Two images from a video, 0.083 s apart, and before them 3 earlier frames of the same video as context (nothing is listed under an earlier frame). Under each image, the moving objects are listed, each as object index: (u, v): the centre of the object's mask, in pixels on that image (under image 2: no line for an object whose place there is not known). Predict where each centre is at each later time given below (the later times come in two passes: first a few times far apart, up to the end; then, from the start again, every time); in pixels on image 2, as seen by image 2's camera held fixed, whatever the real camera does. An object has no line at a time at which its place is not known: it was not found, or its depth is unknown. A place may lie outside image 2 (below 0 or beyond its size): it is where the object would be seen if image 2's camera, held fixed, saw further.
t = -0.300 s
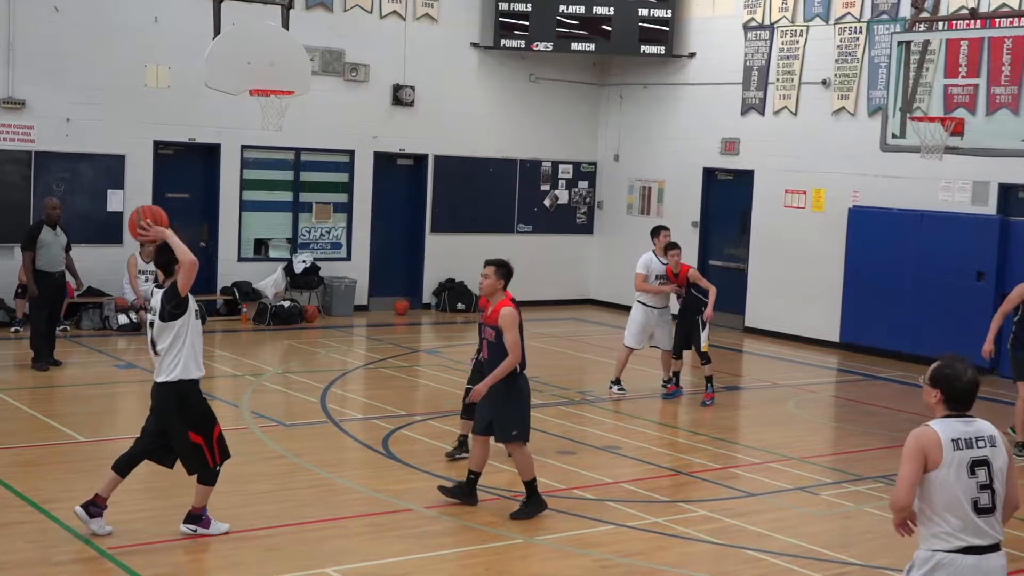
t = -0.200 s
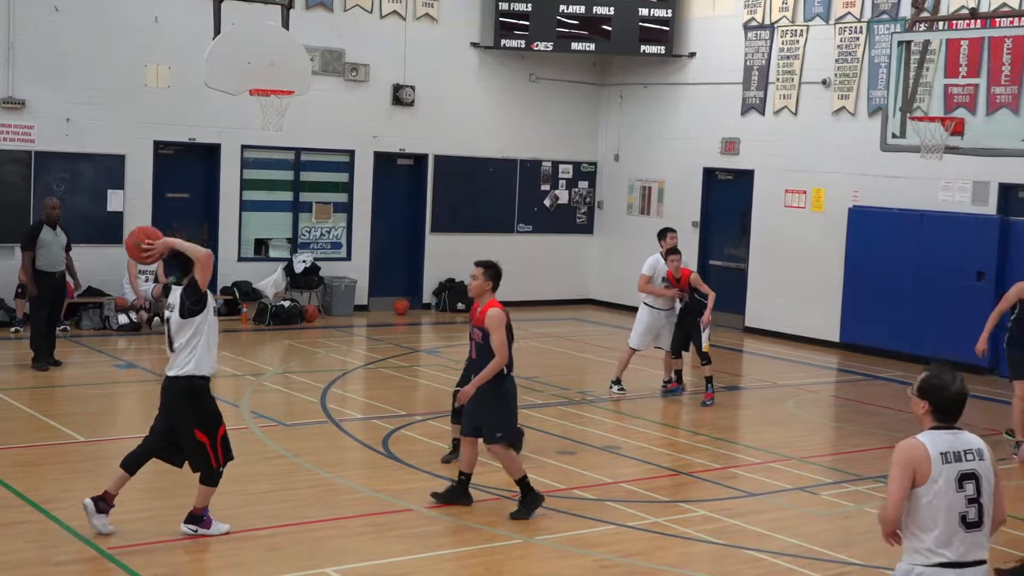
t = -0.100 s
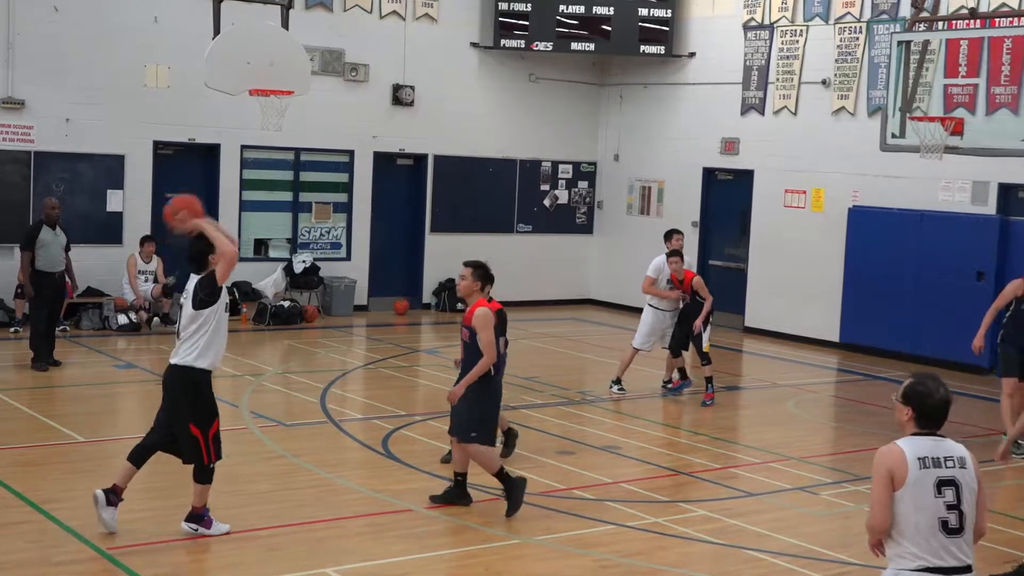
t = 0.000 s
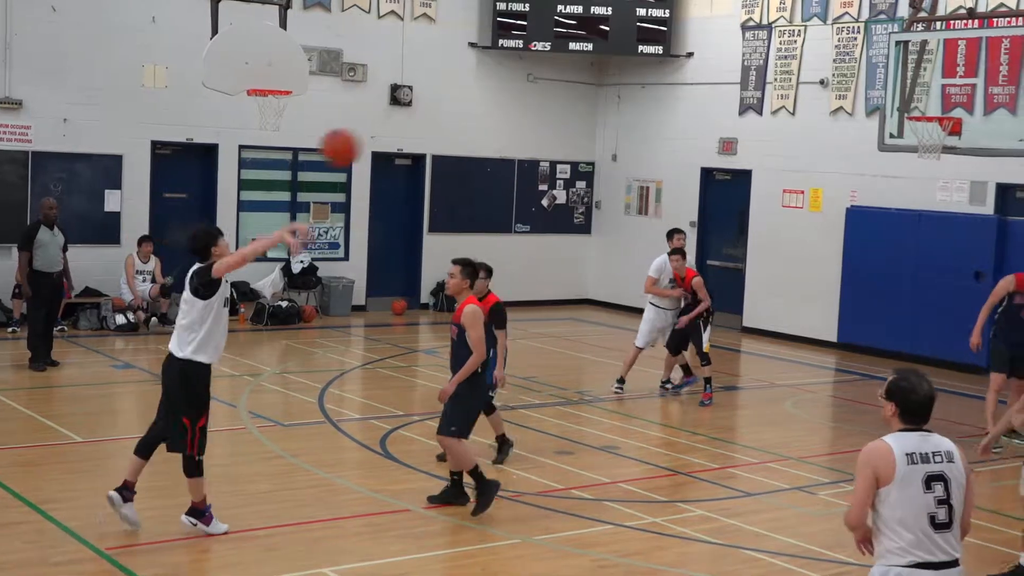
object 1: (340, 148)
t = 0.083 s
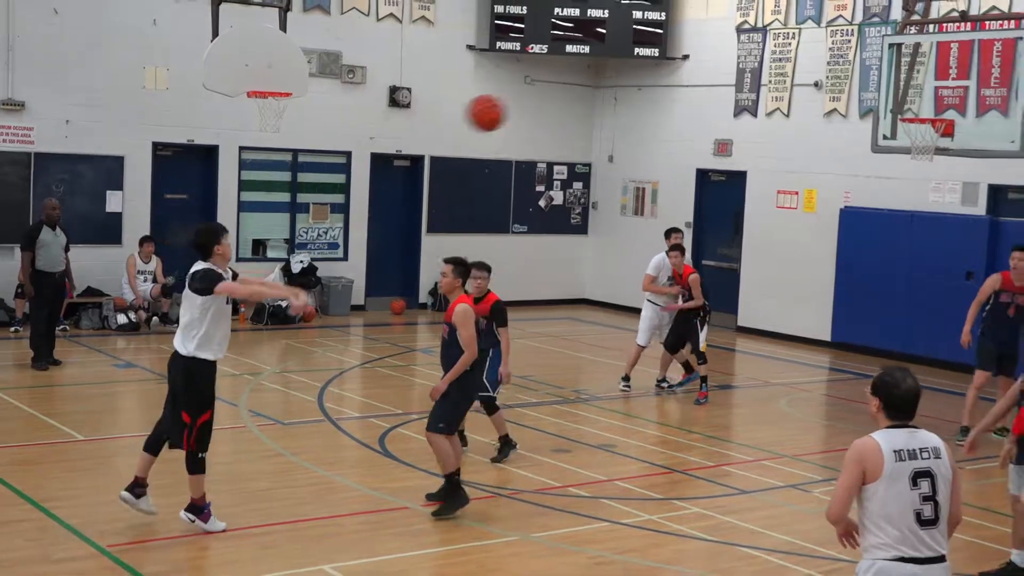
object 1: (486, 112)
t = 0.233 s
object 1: (740, 78)
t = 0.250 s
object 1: (766, 75)
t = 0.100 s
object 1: (514, 108)
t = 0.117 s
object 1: (544, 102)
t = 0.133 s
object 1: (572, 97)
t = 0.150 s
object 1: (601, 92)
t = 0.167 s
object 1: (630, 88)
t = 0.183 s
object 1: (657, 85)
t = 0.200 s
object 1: (685, 82)
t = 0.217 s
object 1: (712, 79)
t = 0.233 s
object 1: (740, 78)
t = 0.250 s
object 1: (766, 75)
